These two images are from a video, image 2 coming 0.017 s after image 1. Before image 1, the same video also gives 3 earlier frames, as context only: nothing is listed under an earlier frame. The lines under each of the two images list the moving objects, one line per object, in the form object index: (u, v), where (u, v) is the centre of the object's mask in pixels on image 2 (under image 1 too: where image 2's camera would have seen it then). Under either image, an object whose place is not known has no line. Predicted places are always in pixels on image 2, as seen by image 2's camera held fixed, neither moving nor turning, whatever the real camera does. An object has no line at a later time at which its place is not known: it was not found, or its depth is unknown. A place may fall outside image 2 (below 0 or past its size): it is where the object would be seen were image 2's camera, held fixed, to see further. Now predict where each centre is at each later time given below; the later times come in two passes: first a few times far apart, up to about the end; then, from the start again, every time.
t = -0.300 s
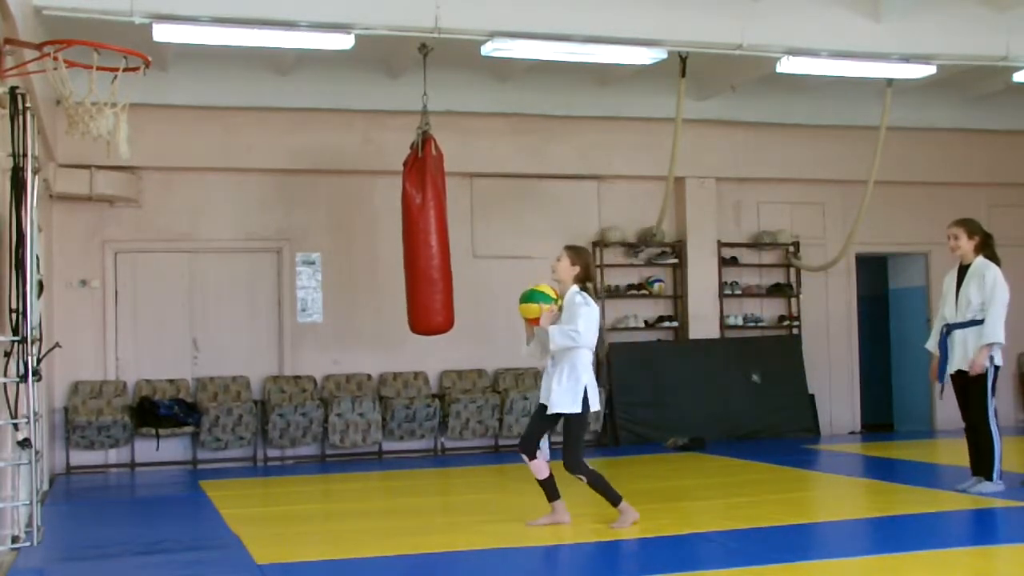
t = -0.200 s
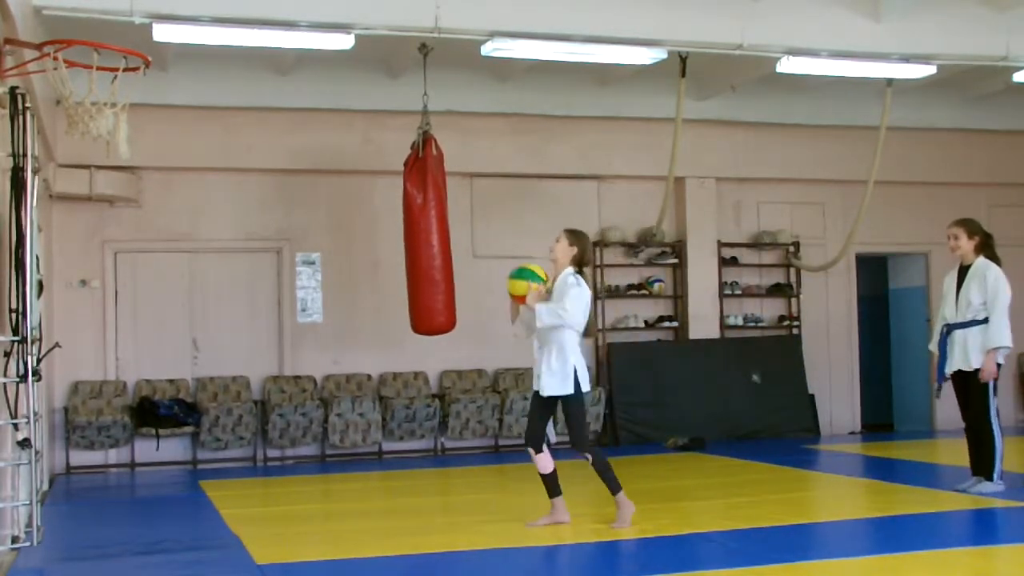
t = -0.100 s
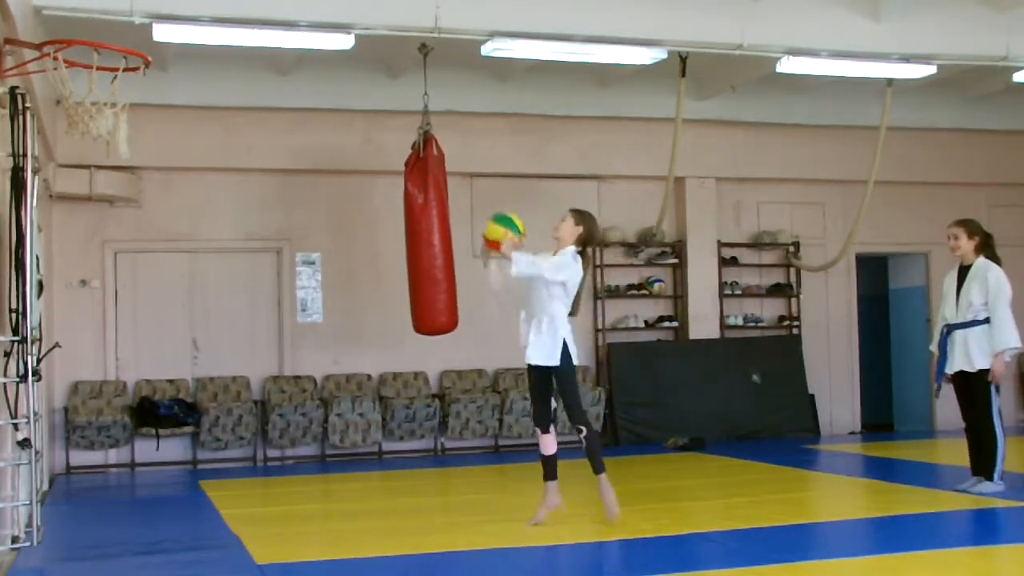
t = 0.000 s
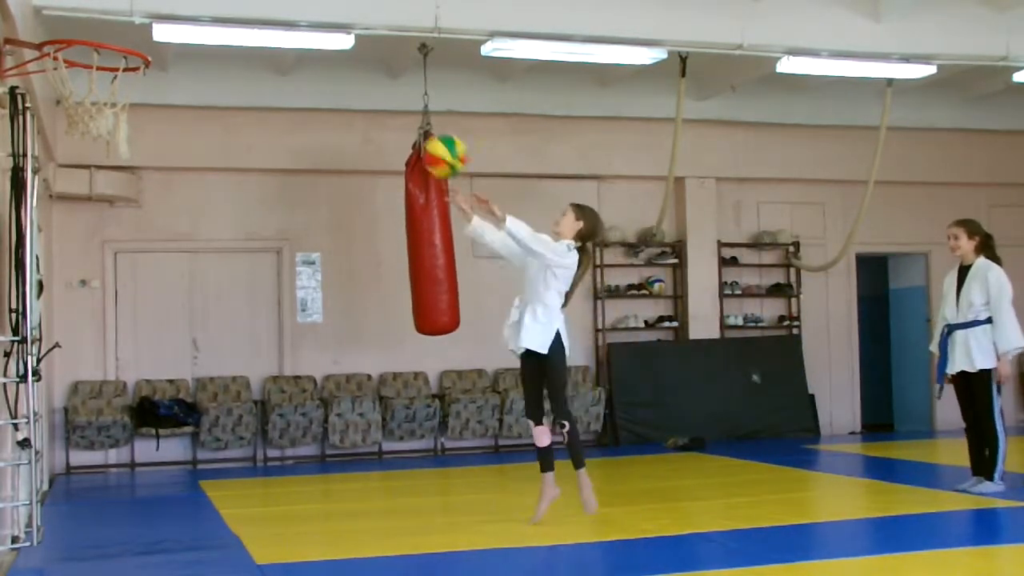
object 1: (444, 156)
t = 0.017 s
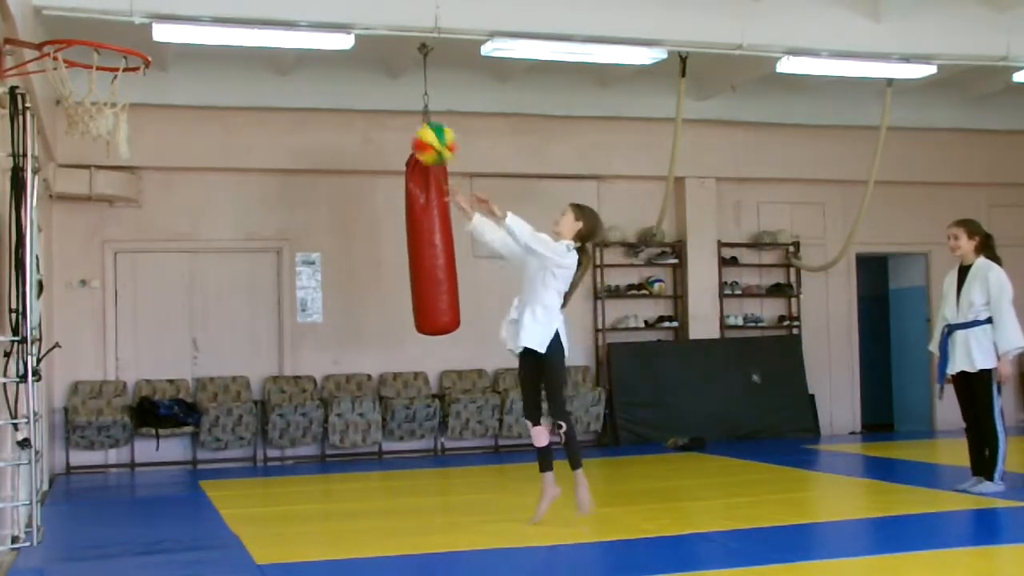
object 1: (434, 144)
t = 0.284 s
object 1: (261, 23)
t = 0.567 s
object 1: (73, 50)
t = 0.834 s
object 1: (134, 88)
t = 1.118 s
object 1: (93, 124)
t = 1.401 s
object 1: (70, 194)
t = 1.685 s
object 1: (75, 403)
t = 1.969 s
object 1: (101, 428)
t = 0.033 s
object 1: (424, 133)
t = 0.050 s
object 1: (414, 123)
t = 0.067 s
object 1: (403, 111)
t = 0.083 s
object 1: (393, 102)
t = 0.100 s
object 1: (381, 92)
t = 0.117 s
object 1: (370, 83)
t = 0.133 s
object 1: (359, 75)
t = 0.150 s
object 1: (348, 68)
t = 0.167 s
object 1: (338, 61)
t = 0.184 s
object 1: (327, 54)
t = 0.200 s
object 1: (316, 48)
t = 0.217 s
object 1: (305, 42)
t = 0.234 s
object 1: (294, 36)
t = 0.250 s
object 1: (283, 31)
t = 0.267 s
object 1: (272, 27)
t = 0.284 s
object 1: (261, 23)
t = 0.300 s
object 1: (250, 20)
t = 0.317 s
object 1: (239, 18)
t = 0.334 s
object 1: (228, 17)
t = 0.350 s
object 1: (216, 16)
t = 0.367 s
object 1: (206, 16)
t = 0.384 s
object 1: (195, 16)
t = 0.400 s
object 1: (183, 16)
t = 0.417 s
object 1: (172, 17)
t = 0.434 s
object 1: (161, 19)
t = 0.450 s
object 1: (149, 20)
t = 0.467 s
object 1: (138, 21)
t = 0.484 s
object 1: (128, 24)
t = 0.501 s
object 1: (117, 27)
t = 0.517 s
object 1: (106, 29)
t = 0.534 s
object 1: (95, 36)
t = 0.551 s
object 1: (83, 44)
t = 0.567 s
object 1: (73, 50)
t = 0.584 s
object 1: (72, 53)
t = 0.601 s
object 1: (80, 60)
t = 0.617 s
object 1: (87, 63)
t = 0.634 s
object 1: (95, 66)
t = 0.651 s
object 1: (103, 70)
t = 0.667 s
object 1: (111, 73)
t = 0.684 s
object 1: (118, 76)
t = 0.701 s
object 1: (121, 78)
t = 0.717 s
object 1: (123, 80)
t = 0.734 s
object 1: (125, 81)
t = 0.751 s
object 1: (126, 83)
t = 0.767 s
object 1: (127, 84)
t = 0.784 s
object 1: (129, 86)
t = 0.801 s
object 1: (130, 87)
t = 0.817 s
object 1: (129, 88)
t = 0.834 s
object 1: (134, 88)
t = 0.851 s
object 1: (132, 88)
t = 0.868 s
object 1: (130, 90)
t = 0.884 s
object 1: (129, 92)
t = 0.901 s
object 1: (126, 95)
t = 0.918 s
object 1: (126, 98)
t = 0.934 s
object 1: (128, 98)
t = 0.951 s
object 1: (127, 101)
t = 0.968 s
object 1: (126, 102)
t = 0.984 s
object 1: (118, 106)
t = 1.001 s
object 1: (117, 108)
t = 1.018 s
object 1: (113, 112)
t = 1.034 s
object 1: (110, 114)
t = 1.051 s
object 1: (106, 116)
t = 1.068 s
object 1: (104, 118)
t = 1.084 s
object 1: (101, 120)
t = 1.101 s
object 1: (97, 122)
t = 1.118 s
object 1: (93, 124)
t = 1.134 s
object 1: (93, 134)
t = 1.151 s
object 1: (87, 129)
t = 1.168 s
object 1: (85, 131)
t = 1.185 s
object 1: (84, 133)
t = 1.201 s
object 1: (83, 134)
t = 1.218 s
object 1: (82, 136)
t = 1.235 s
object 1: (81, 137)
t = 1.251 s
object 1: (79, 140)
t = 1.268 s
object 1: (78, 143)
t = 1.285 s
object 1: (77, 147)
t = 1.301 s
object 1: (76, 152)
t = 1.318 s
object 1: (75, 158)
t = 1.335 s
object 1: (74, 164)
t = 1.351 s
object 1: (73, 170)
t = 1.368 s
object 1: (72, 178)
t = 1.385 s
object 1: (72, 186)
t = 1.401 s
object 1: (70, 194)
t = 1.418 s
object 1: (70, 203)
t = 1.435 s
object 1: (69, 212)
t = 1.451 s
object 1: (68, 223)
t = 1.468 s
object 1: (67, 234)
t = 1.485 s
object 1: (66, 245)
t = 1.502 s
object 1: (66, 257)
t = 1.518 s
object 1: (65, 269)
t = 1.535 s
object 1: (66, 281)
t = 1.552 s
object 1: (67, 292)
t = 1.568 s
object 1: (67, 305)
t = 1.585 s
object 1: (68, 318)
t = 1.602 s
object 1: (68, 331)
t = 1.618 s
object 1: (69, 345)
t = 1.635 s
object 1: (70, 358)
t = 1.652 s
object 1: (72, 373)
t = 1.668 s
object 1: (73, 388)
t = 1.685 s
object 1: (75, 403)
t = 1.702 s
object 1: (76, 420)
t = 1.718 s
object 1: (77, 436)
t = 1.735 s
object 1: (78, 454)
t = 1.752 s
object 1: (79, 473)
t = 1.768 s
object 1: (80, 491)
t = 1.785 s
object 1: (81, 510)
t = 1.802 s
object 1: (82, 527)
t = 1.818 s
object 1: (83, 533)
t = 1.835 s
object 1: (85, 520)
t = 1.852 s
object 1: (86, 506)
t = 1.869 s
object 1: (88, 493)
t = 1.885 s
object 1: (90, 482)
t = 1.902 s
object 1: (92, 470)
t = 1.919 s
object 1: (95, 458)
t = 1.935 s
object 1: (96, 447)
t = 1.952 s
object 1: (99, 437)
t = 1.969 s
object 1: (101, 428)
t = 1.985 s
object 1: (102, 420)
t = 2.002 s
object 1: (105, 410)
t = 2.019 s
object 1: (106, 403)
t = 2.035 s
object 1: (108, 396)
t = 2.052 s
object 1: (110, 388)
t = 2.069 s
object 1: (112, 382)
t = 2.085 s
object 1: (114, 376)
